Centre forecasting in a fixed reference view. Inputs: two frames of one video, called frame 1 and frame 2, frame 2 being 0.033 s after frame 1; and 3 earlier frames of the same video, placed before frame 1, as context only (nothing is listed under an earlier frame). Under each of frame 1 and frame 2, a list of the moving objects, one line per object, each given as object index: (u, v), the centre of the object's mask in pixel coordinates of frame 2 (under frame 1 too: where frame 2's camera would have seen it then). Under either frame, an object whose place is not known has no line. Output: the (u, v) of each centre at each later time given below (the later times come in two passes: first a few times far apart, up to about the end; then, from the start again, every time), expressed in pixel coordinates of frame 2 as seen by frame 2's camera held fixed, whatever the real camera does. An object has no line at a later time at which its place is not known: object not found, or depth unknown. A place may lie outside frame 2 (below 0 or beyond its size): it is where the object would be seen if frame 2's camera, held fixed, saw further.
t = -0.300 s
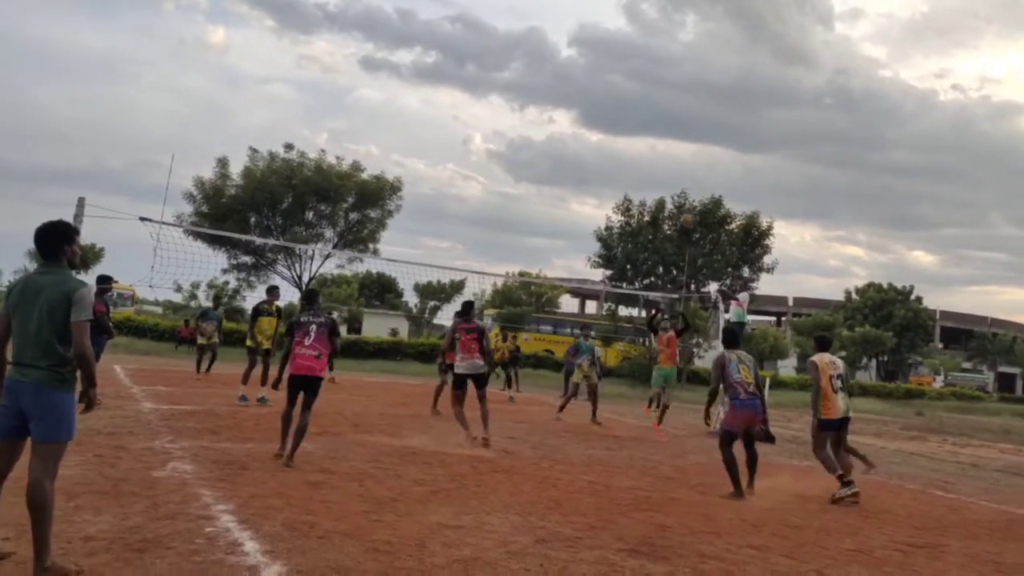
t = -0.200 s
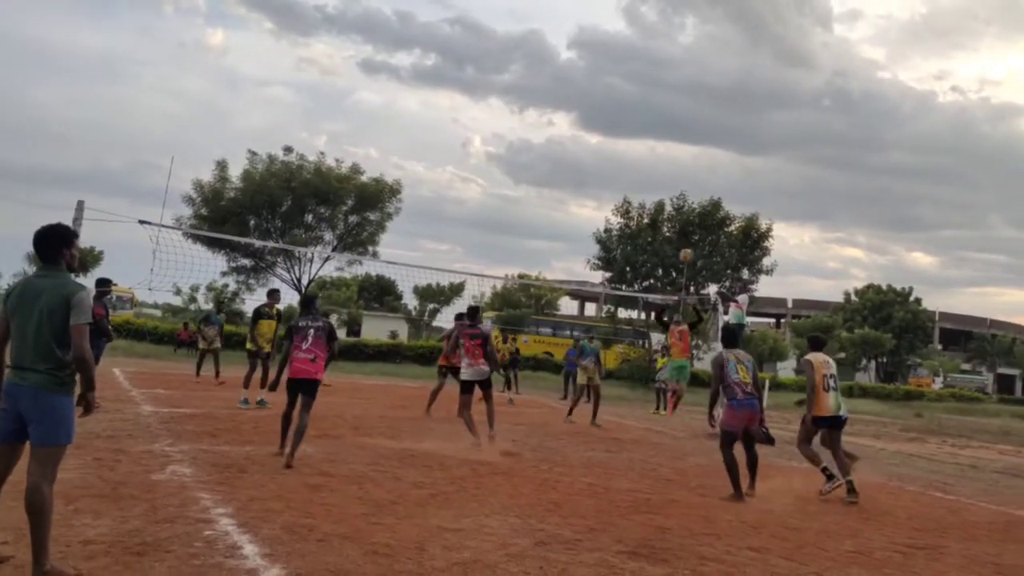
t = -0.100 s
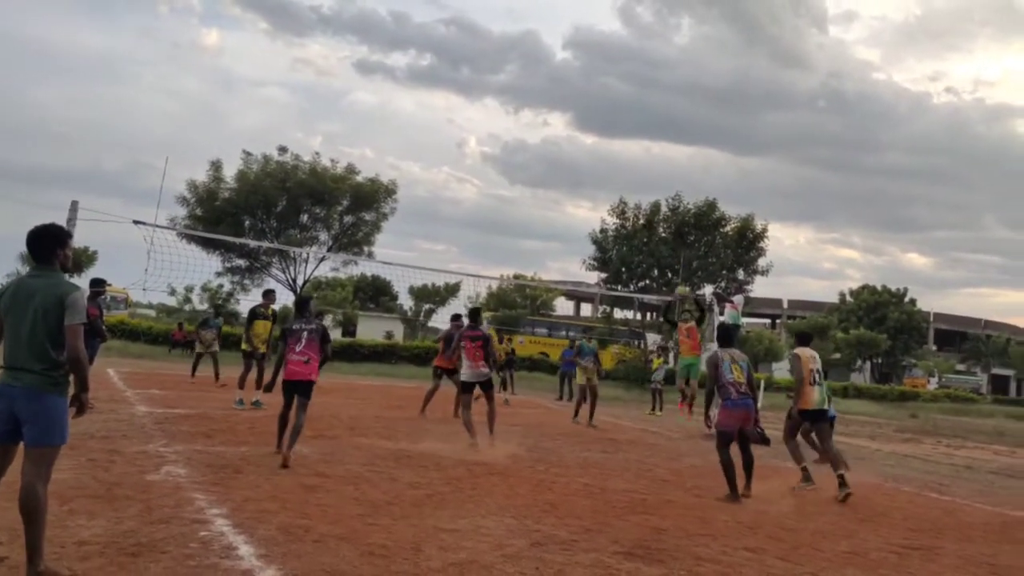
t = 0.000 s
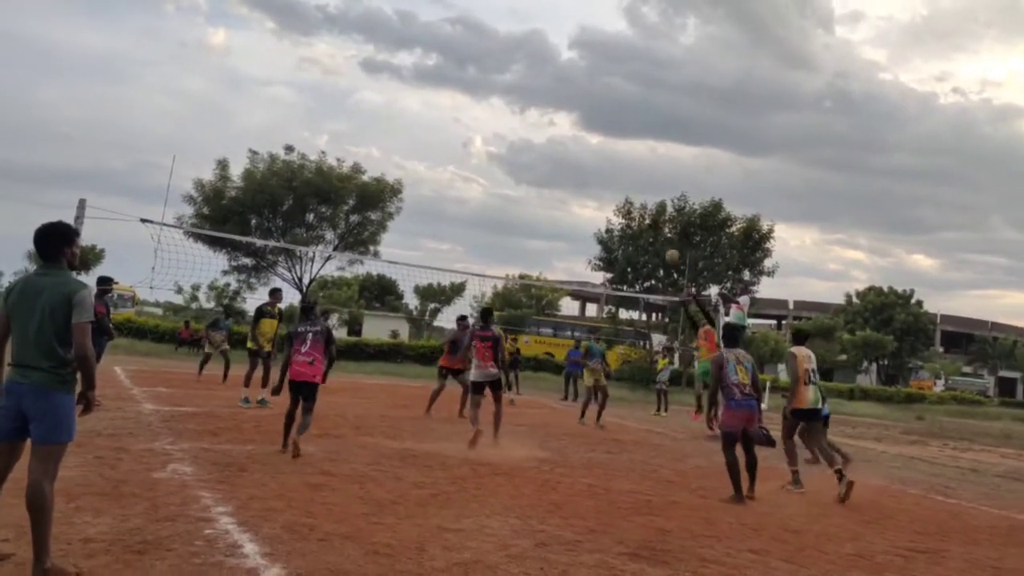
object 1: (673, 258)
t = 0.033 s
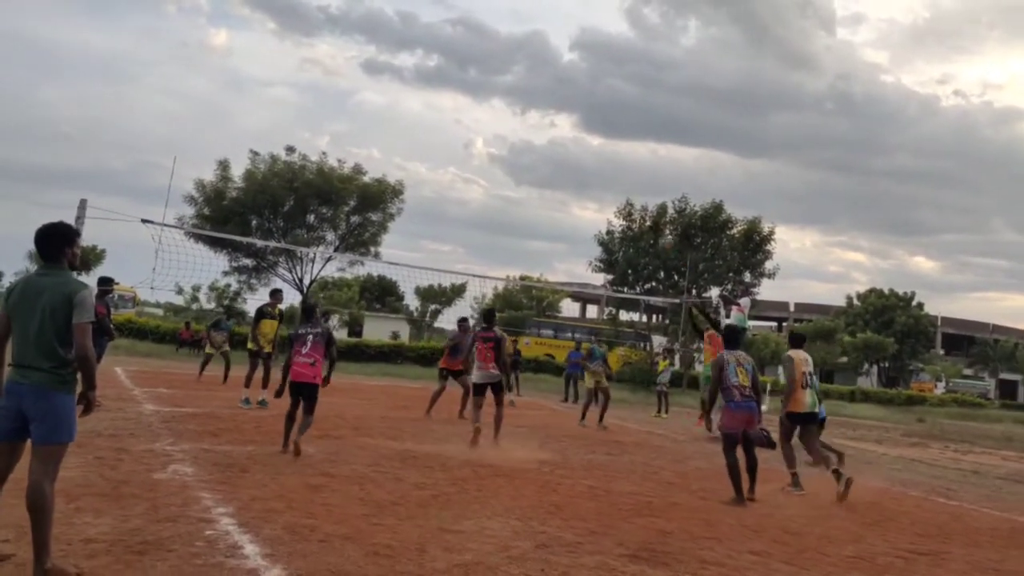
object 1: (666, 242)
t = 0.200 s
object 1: (632, 179)
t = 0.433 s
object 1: (583, 115)
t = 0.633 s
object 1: (544, 86)
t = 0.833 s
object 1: (502, 81)
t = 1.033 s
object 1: (456, 106)
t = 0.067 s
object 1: (659, 228)
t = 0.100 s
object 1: (653, 218)
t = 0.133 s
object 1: (645, 203)
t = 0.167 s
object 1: (638, 191)
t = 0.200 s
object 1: (632, 179)
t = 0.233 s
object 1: (625, 168)
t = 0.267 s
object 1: (617, 158)
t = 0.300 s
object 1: (610, 148)
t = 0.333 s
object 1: (604, 139)
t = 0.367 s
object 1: (597, 130)
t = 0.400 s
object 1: (590, 122)
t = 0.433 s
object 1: (583, 115)
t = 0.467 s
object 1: (576, 109)
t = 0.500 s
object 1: (570, 103)
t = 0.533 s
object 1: (566, 98)
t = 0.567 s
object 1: (559, 93)
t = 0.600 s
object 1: (552, 90)
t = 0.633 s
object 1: (544, 86)
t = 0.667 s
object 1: (537, 83)
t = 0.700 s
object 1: (530, 80)
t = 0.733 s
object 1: (522, 79)
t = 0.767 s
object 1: (516, 79)
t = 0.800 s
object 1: (509, 79)
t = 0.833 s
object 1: (502, 81)
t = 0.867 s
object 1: (495, 83)
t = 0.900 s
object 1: (487, 86)
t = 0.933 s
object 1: (479, 90)
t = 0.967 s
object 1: (471, 95)
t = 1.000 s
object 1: (464, 100)
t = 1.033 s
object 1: (456, 106)
